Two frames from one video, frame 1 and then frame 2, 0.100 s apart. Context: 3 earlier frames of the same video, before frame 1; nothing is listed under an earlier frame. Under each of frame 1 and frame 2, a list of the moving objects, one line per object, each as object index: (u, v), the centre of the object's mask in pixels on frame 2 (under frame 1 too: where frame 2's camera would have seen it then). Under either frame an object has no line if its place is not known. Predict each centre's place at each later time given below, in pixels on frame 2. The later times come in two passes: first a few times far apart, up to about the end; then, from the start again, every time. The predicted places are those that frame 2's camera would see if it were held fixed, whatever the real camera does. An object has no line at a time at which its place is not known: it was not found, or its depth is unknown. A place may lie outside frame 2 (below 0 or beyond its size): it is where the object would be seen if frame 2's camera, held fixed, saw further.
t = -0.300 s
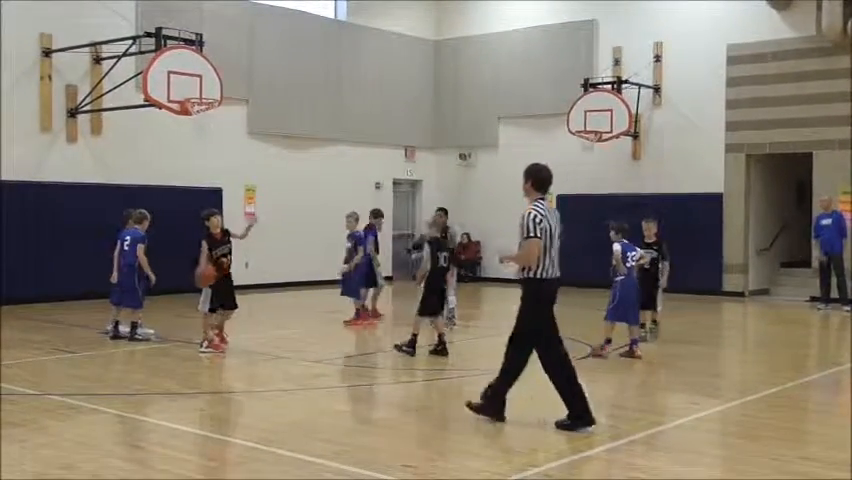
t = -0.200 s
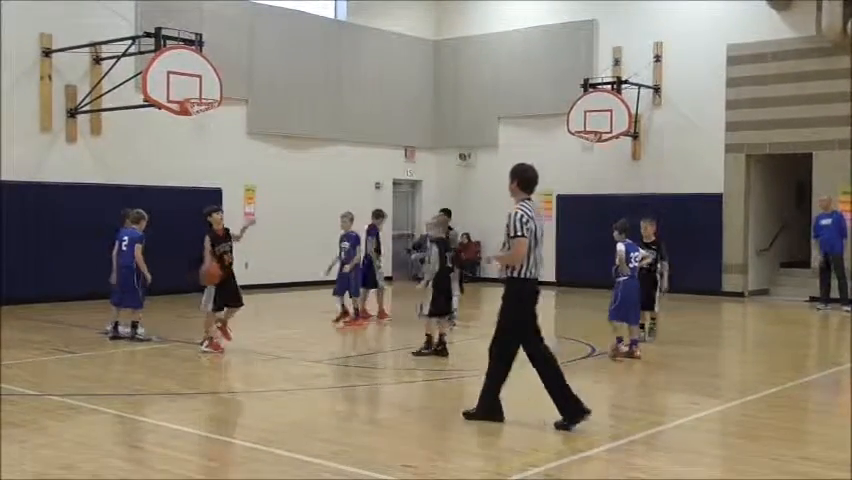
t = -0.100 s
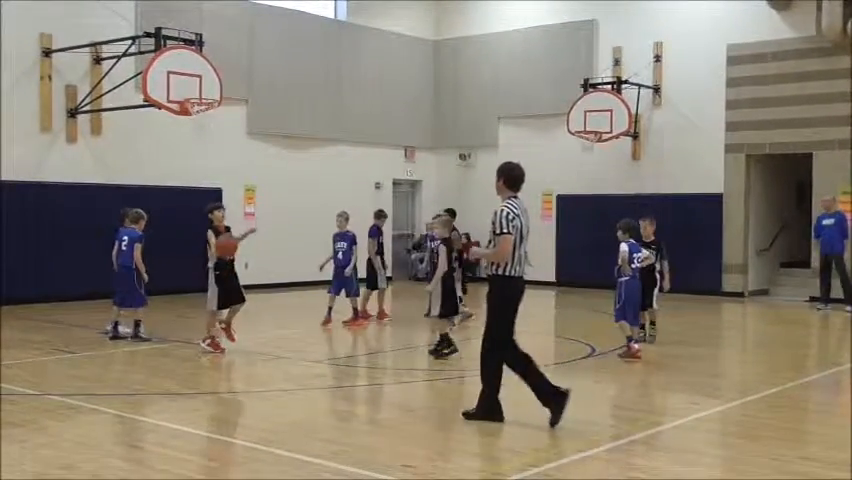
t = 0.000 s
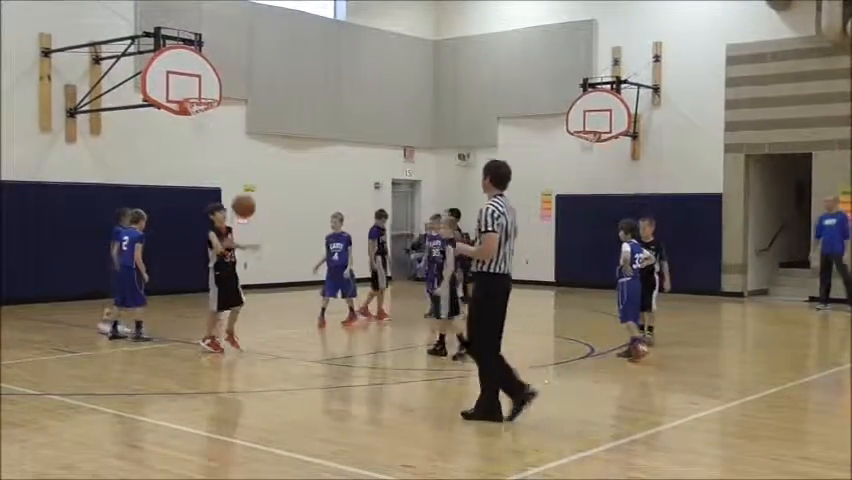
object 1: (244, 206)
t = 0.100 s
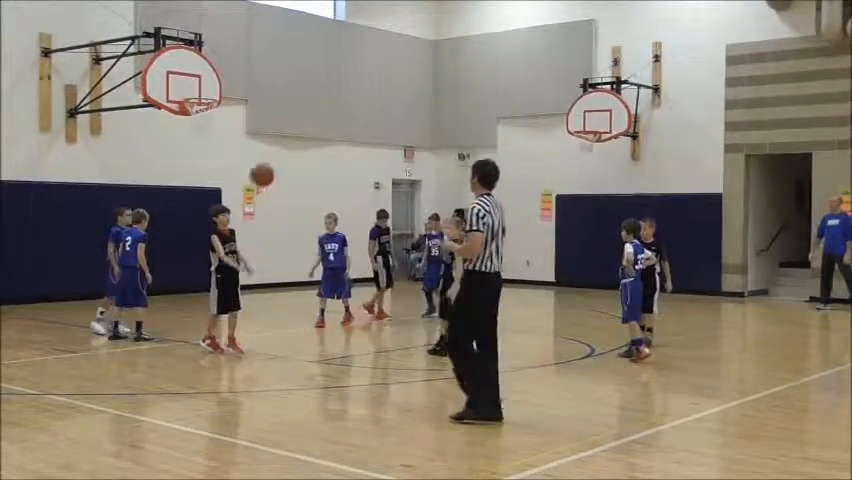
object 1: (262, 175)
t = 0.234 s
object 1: (288, 147)
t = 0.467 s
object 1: (337, 143)
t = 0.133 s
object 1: (268, 166)
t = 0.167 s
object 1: (275, 159)
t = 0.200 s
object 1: (281, 153)
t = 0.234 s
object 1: (288, 147)
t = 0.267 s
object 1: (295, 143)
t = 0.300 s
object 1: (302, 140)
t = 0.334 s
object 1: (308, 138)
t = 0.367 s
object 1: (316, 138)
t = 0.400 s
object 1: (323, 138)
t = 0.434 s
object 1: (331, 140)
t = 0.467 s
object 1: (337, 143)
